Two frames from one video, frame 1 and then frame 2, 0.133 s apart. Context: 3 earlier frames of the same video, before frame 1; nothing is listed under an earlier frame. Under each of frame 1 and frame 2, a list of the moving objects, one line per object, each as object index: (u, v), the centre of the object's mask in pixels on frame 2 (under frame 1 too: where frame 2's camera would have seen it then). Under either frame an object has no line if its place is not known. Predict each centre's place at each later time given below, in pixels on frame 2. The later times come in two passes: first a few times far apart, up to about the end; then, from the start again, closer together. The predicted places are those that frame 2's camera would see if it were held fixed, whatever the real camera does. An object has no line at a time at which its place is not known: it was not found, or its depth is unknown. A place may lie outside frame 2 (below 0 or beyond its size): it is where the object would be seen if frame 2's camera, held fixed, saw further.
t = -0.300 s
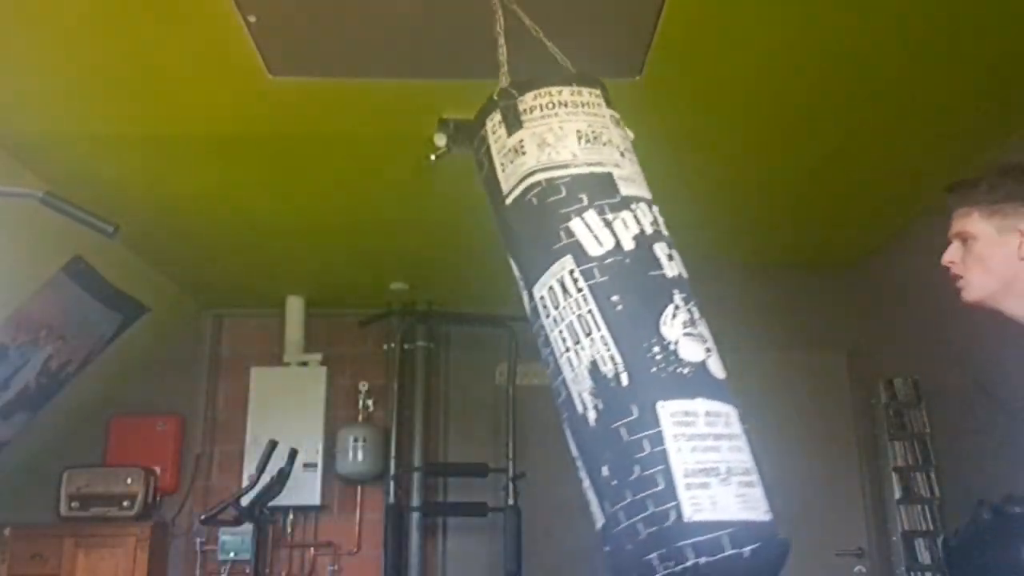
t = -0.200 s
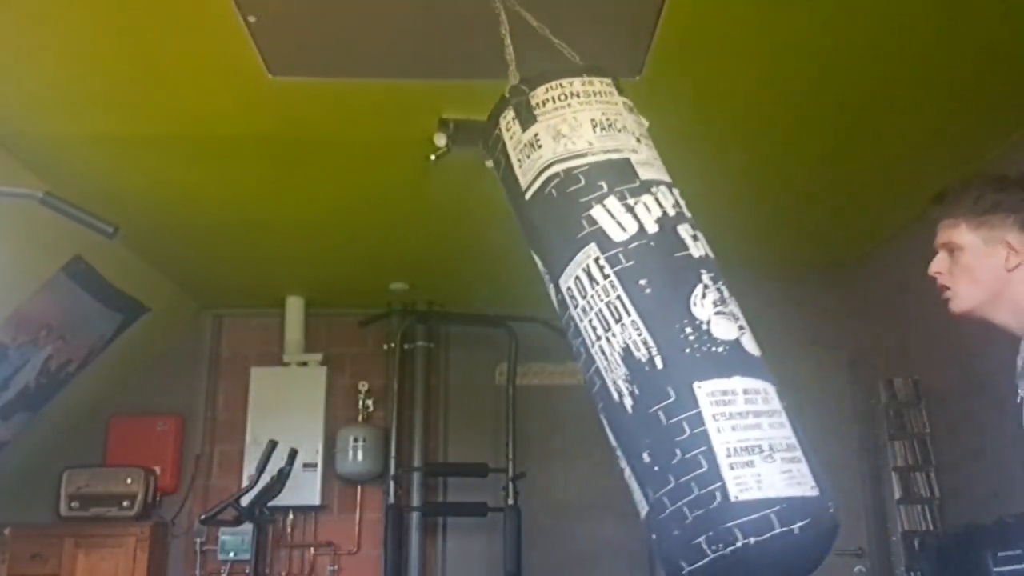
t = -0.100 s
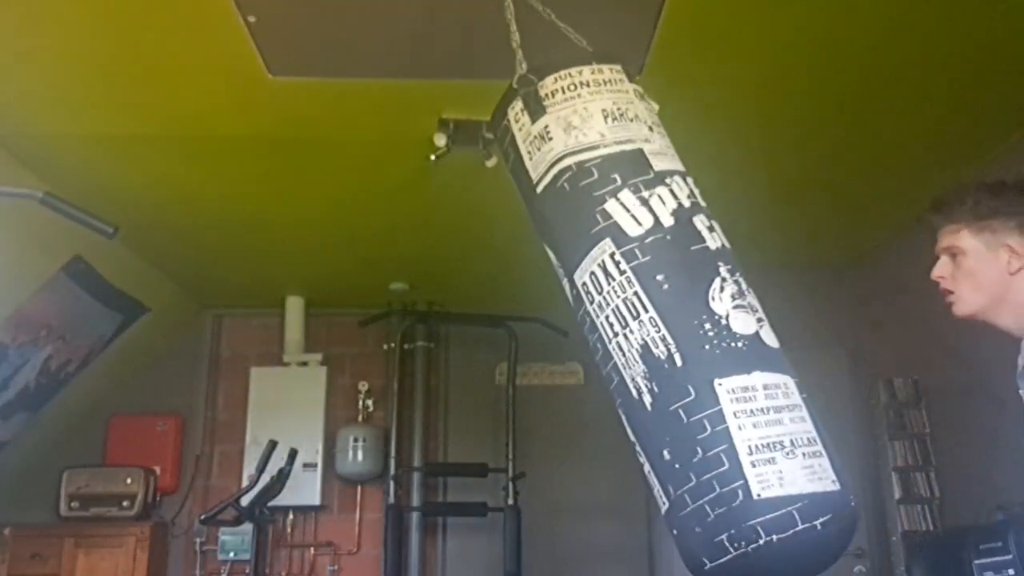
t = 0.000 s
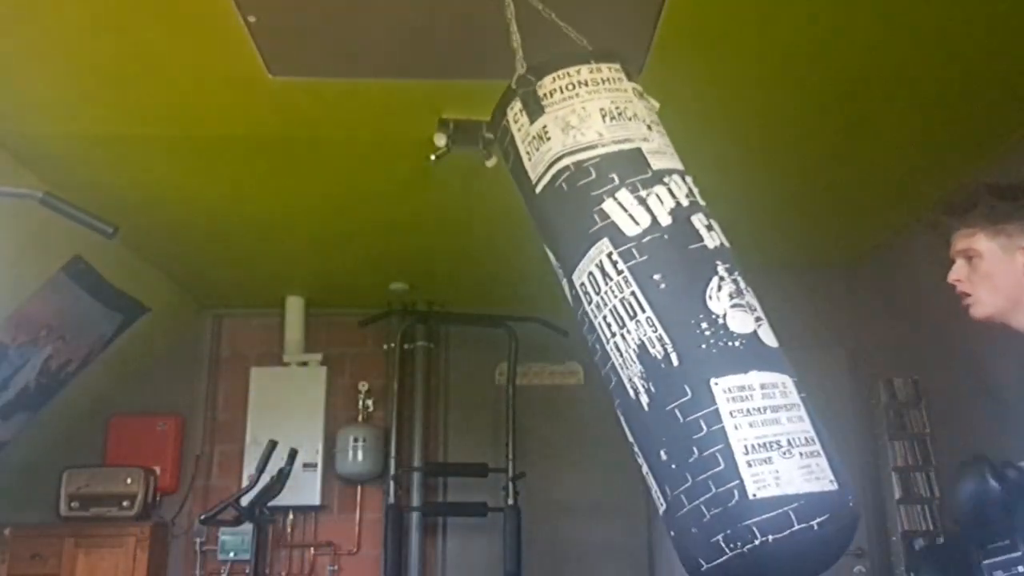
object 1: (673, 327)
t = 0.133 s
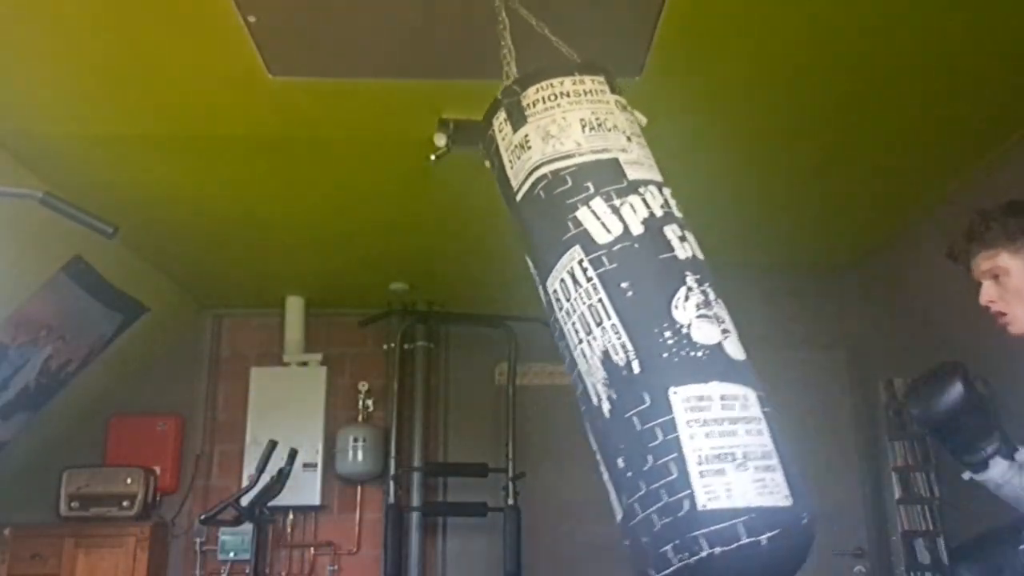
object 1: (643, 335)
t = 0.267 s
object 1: (585, 336)
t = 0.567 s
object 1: (428, 347)
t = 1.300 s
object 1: (372, 348)
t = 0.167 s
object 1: (631, 336)
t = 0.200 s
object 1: (617, 337)
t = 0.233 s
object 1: (601, 335)
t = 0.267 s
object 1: (585, 336)
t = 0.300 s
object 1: (569, 339)
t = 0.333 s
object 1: (550, 337)
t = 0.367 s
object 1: (531, 338)
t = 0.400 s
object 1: (514, 340)
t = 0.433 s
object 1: (496, 343)
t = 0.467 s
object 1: (481, 347)
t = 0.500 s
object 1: (462, 347)
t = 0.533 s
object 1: (446, 350)
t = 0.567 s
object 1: (428, 347)
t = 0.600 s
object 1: (412, 346)
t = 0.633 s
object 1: (395, 347)
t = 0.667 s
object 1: (380, 348)
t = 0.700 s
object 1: (367, 349)
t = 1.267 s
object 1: (361, 346)
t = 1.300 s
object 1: (372, 348)
